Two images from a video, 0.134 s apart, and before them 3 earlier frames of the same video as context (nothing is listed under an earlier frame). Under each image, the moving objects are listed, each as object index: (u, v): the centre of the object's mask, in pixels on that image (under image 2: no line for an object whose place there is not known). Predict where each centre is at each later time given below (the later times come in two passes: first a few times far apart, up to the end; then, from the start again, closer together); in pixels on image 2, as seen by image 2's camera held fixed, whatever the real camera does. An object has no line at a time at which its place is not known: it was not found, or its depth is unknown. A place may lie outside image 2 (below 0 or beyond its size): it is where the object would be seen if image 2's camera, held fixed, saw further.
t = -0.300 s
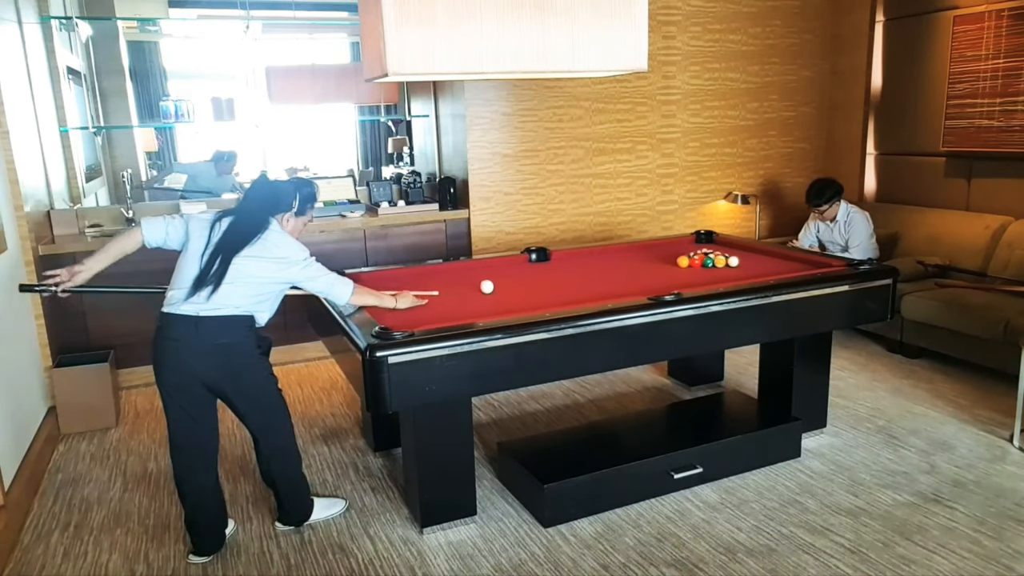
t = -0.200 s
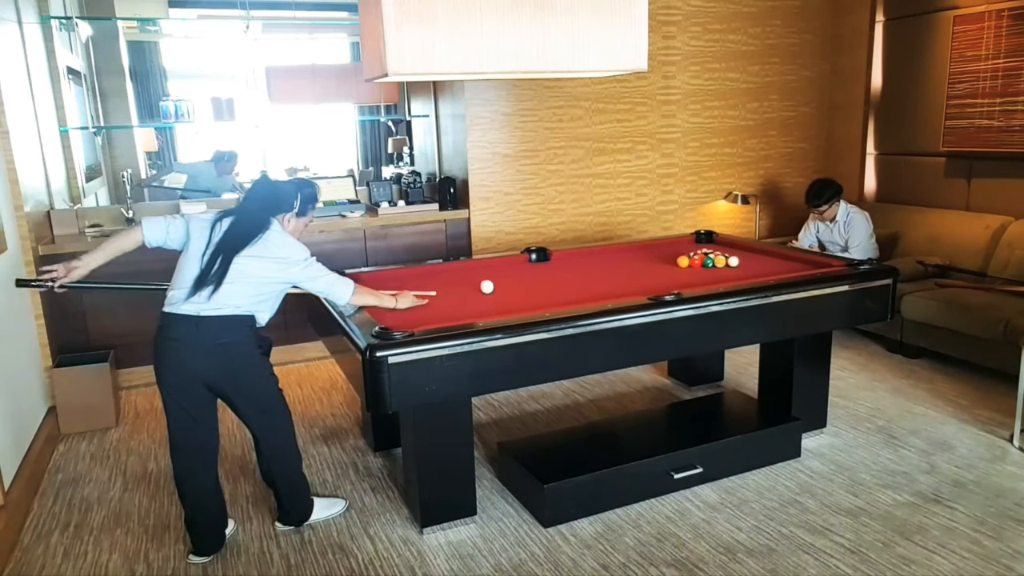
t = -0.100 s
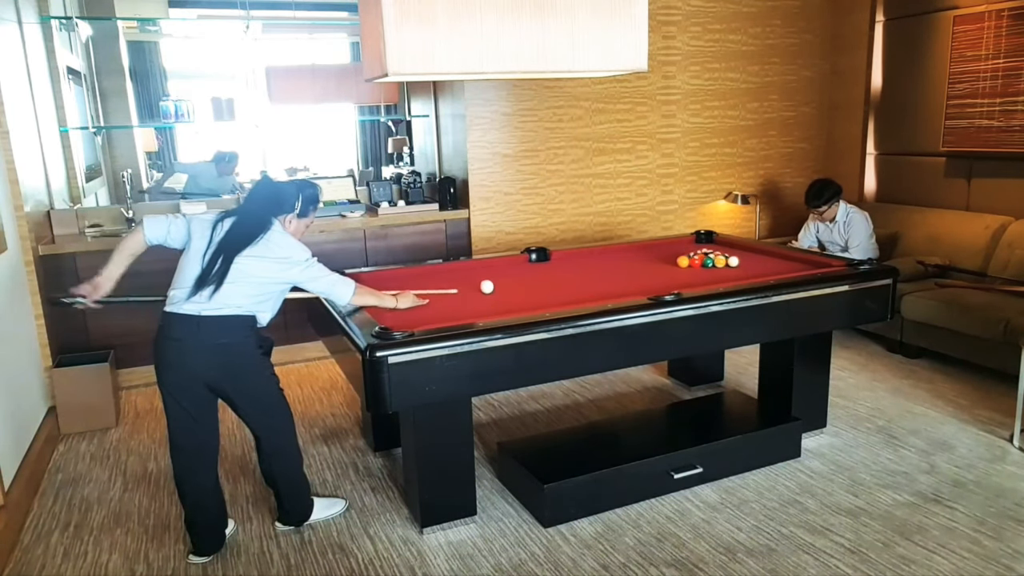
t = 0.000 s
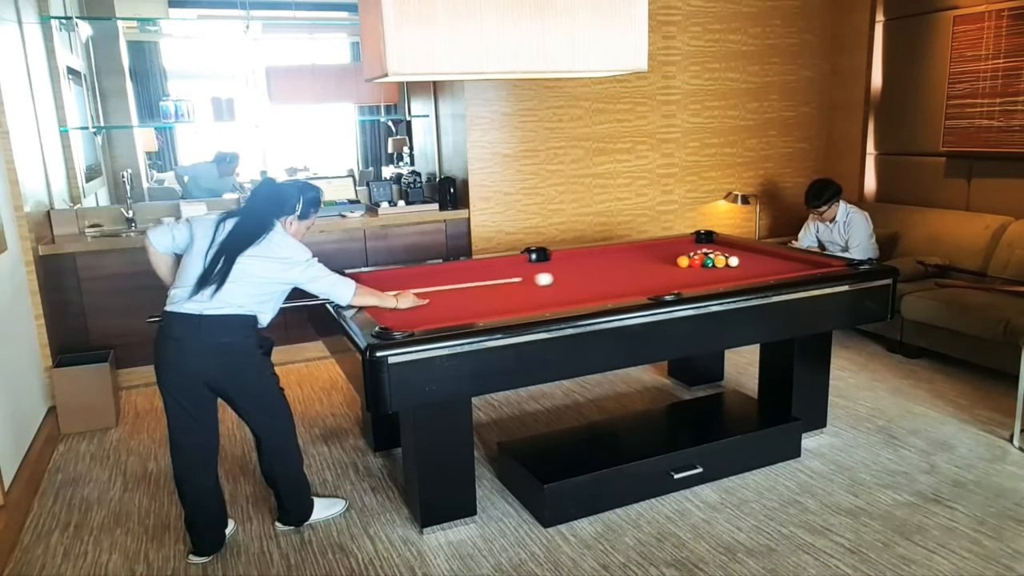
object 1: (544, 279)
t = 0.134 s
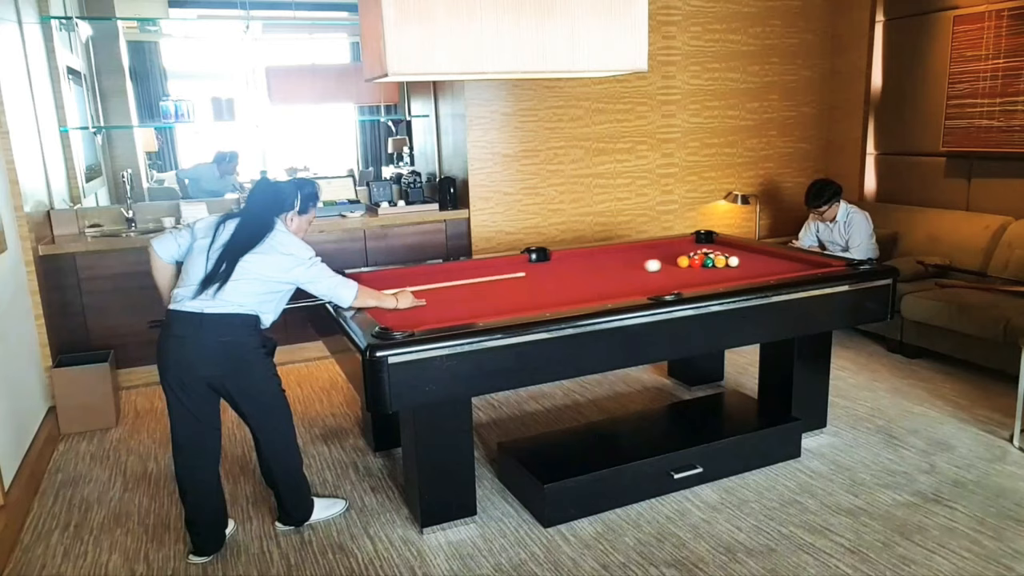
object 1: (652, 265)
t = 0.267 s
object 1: (662, 263)
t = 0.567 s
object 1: (650, 262)
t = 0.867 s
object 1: (641, 260)
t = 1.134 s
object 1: (635, 259)
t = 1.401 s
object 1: (630, 259)
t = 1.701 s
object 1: (627, 258)
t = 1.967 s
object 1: (626, 258)
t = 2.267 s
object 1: (626, 258)
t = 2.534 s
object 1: (626, 258)
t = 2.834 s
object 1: (626, 258)
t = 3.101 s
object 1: (626, 258)
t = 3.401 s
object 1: (626, 257)
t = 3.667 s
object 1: (626, 258)
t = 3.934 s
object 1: (626, 258)
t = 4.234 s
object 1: (626, 258)
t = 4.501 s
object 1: (626, 258)
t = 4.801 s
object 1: (626, 258)
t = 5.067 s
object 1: (626, 258)
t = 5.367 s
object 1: (626, 258)
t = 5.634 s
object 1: (626, 257)
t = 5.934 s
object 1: (626, 257)
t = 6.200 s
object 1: (626, 258)
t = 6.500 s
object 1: (626, 258)
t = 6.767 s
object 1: (626, 257)
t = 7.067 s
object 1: (626, 258)
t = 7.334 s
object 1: (626, 258)
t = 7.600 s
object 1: (626, 257)
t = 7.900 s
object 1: (626, 257)
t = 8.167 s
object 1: (626, 257)
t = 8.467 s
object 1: (626, 257)
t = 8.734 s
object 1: (626, 257)
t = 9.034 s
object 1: (626, 257)
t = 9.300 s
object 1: (626, 257)
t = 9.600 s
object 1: (626, 257)
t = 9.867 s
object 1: (626, 257)
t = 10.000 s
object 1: (626, 257)
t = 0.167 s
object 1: (672, 262)
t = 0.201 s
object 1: (669, 262)
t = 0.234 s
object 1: (665, 263)
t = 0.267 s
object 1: (662, 263)
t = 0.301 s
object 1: (660, 262)
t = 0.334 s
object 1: (659, 262)
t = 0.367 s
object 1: (657, 262)
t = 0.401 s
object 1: (657, 262)
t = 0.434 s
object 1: (655, 261)
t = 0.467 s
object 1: (654, 262)
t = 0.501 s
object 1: (653, 262)
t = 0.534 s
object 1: (652, 262)
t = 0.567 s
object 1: (650, 262)
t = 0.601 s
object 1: (649, 261)
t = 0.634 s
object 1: (648, 261)
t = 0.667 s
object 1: (647, 261)
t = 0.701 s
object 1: (646, 261)
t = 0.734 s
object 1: (645, 261)
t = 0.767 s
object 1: (644, 261)
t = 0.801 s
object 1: (642, 260)
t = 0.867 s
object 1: (641, 260)
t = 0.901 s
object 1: (640, 260)
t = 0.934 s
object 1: (640, 260)
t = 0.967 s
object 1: (639, 260)
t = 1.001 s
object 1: (638, 260)
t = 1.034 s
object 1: (637, 260)
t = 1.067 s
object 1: (636, 260)
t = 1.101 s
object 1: (636, 260)
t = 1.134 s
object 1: (635, 259)
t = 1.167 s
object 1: (634, 259)
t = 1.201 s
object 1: (634, 259)
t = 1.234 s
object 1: (633, 259)
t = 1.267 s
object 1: (632, 259)
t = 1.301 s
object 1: (632, 259)
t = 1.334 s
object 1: (631, 259)
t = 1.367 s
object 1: (631, 259)
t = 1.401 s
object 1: (630, 259)
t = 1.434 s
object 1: (630, 259)
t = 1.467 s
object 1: (629, 259)
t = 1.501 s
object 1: (629, 258)
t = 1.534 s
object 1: (629, 258)
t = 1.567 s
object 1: (628, 258)
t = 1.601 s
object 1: (628, 258)
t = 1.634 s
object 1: (628, 258)
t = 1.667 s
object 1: (628, 258)
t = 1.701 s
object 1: (627, 258)
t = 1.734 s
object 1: (627, 258)
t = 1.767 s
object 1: (627, 258)
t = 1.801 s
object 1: (627, 258)
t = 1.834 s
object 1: (626, 258)
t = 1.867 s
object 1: (626, 258)
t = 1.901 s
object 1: (626, 258)
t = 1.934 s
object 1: (626, 258)
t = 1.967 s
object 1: (626, 258)
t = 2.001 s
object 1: (626, 258)
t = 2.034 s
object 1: (626, 258)
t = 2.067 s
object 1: (625, 258)
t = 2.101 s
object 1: (626, 258)
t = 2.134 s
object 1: (626, 258)
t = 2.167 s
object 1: (626, 258)
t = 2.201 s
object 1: (626, 258)
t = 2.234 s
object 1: (625, 258)
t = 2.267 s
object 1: (626, 258)
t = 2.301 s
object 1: (626, 258)
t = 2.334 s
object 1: (626, 258)
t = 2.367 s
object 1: (626, 258)
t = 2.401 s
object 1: (626, 258)
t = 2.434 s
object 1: (626, 258)
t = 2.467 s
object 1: (626, 258)
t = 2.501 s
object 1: (626, 258)
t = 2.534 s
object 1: (626, 258)
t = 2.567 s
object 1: (626, 258)
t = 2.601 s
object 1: (626, 258)
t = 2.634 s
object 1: (626, 258)
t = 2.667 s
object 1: (626, 258)
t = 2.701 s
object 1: (626, 258)
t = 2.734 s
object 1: (626, 258)
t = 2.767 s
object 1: (626, 258)
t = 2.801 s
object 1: (626, 258)
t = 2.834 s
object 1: (626, 258)
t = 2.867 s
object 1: (626, 258)
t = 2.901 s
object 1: (626, 258)
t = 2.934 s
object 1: (626, 258)
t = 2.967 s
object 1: (626, 258)
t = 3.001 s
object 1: (626, 258)
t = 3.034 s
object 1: (626, 258)
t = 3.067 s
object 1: (626, 258)
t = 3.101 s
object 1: (626, 258)
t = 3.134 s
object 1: (626, 258)
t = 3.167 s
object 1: (626, 258)
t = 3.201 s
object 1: (626, 257)
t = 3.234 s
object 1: (626, 257)
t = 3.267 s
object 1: (626, 257)
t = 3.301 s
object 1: (626, 257)
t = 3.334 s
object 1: (626, 257)
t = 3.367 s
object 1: (626, 257)
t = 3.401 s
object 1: (626, 257)
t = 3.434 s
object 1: (626, 257)
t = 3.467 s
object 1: (626, 257)
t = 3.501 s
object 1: (626, 257)
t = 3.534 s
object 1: (626, 258)
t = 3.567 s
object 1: (626, 258)
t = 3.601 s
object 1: (626, 258)
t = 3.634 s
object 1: (626, 258)
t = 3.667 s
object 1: (626, 258)
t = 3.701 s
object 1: (626, 258)
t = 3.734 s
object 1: (626, 258)
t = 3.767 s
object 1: (626, 258)
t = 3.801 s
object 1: (626, 258)
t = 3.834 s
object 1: (626, 258)
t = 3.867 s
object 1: (626, 258)
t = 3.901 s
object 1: (626, 258)
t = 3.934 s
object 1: (626, 258)
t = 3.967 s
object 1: (626, 258)
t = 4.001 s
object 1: (626, 258)
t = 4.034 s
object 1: (626, 258)
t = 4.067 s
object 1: (626, 258)
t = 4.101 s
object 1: (626, 258)
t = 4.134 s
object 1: (626, 258)
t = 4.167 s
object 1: (626, 258)
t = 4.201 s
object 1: (626, 258)
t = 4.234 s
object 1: (626, 258)
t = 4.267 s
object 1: (626, 258)
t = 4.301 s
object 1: (626, 258)
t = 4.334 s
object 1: (626, 258)
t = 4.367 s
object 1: (626, 258)
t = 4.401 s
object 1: (626, 258)
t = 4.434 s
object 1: (626, 258)
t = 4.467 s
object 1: (626, 258)
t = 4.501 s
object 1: (626, 258)
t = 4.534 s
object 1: (626, 258)
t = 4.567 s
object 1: (626, 258)
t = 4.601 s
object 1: (626, 258)
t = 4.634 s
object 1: (626, 258)
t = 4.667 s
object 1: (626, 258)
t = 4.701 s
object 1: (626, 258)
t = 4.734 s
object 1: (626, 258)
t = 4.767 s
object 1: (626, 258)
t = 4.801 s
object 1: (626, 258)
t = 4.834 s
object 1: (626, 258)
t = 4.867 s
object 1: (626, 258)
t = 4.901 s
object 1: (626, 258)
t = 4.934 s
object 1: (626, 258)
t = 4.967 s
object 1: (626, 258)
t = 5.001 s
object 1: (626, 258)
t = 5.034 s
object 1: (626, 258)
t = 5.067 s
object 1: (626, 258)
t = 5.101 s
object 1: (626, 258)
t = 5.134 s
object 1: (626, 258)
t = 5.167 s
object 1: (626, 258)
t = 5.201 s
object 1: (626, 258)
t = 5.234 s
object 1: (626, 258)
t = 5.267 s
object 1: (626, 258)
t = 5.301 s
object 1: (626, 258)
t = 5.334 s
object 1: (626, 258)
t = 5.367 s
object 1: (626, 258)
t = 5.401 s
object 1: (626, 258)
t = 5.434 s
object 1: (626, 258)
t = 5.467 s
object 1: (626, 258)
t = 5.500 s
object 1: (626, 258)
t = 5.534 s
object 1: (626, 258)
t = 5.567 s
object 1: (626, 258)
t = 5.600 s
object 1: (626, 258)
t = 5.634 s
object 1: (626, 257)
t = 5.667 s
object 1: (626, 257)
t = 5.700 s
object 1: (626, 257)
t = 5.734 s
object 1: (626, 257)
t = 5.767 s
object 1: (626, 257)
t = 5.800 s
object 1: (626, 257)
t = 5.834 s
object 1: (626, 257)
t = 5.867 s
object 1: (626, 257)
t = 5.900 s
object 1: (626, 257)
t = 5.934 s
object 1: (626, 257)
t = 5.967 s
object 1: (626, 258)
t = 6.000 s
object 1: (626, 258)
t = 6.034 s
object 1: (626, 258)
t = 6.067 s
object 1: (626, 258)
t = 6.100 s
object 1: (626, 258)
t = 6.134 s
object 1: (626, 258)
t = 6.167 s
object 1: (626, 258)
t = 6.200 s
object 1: (626, 258)
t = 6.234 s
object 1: (626, 258)
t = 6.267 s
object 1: (626, 258)
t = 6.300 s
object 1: (626, 258)
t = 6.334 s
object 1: (626, 258)
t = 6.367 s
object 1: (626, 258)
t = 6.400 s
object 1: (626, 258)
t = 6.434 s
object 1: (626, 258)
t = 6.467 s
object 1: (626, 258)
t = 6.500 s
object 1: (626, 258)
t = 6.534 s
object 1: (626, 258)
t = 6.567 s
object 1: (626, 258)
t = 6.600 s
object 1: (626, 257)
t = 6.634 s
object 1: (626, 257)
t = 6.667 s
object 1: (626, 257)
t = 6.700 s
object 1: (626, 257)
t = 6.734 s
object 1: (626, 257)
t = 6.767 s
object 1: (626, 257)
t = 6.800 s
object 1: (626, 257)
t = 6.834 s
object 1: (626, 257)
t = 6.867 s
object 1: (626, 258)
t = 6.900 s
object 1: (626, 258)
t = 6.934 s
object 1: (626, 258)
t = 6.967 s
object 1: (626, 258)
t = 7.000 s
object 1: (626, 258)
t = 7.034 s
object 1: (626, 258)
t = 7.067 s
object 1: (626, 258)
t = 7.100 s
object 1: (626, 258)
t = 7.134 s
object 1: (626, 258)
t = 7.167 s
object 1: (626, 258)
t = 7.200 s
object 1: (626, 258)
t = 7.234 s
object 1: (626, 258)
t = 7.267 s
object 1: (626, 258)
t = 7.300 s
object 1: (626, 258)
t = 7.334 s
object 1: (626, 258)
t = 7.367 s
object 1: (626, 258)
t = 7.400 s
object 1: (626, 257)
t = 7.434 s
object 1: (626, 258)
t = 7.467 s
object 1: (626, 258)
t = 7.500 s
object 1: (626, 258)
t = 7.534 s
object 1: (626, 258)
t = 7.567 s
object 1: (626, 258)
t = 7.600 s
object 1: (626, 257)
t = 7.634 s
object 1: (626, 257)
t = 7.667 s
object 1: (626, 257)
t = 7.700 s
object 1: (626, 257)
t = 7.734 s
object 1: (626, 257)
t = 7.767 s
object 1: (626, 257)
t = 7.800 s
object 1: (626, 257)
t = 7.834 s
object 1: (626, 257)
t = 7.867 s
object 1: (626, 257)
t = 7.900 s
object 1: (626, 257)
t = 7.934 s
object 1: (626, 257)
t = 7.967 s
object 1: (626, 257)
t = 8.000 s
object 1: (626, 257)
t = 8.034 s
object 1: (626, 257)
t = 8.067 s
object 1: (626, 257)
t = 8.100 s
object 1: (626, 257)
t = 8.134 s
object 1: (626, 257)
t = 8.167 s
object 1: (626, 257)
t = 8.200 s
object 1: (626, 257)
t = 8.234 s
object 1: (626, 257)
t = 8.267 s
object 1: (626, 257)
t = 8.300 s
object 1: (626, 257)
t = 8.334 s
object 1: (626, 257)
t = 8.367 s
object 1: (626, 257)
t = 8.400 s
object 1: (626, 257)
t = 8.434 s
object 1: (626, 257)
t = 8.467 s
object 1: (626, 257)
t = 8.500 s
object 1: (626, 257)
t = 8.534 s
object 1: (626, 257)
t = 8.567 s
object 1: (626, 257)
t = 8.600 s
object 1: (626, 257)
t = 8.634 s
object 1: (626, 257)
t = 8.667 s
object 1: (626, 257)
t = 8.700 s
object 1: (626, 257)
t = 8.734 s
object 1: (626, 257)
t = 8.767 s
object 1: (626, 257)
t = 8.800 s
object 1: (626, 257)
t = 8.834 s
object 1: (626, 257)
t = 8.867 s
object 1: (626, 257)
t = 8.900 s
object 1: (626, 257)
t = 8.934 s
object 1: (626, 257)
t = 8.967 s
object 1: (626, 257)
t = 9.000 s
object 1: (626, 257)
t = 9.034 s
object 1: (626, 257)
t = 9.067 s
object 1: (626, 257)
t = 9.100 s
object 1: (626, 257)
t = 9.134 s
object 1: (626, 257)
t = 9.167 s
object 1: (626, 257)
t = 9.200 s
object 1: (626, 257)
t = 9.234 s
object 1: (626, 257)
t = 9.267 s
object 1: (626, 257)
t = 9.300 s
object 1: (626, 257)
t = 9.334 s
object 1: (626, 257)
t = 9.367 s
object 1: (626, 257)
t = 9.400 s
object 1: (626, 257)
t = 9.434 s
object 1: (626, 257)
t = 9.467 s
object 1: (626, 257)
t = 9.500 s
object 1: (626, 257)
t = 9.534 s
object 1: (626, 257)
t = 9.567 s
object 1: (626, 257)
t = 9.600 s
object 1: (626, 257)
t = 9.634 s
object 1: (626, 257)
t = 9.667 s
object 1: (626, 257)
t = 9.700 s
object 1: (626, 257)
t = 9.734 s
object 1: (626, 257)
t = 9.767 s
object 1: (626, 257)
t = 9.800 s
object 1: (626, 257)
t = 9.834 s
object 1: (626, 257)
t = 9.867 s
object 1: (626, 257)
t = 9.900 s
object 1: (626, 257)
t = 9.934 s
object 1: (626, 257)
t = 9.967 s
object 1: (626, 257)
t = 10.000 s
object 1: (626, 257)
